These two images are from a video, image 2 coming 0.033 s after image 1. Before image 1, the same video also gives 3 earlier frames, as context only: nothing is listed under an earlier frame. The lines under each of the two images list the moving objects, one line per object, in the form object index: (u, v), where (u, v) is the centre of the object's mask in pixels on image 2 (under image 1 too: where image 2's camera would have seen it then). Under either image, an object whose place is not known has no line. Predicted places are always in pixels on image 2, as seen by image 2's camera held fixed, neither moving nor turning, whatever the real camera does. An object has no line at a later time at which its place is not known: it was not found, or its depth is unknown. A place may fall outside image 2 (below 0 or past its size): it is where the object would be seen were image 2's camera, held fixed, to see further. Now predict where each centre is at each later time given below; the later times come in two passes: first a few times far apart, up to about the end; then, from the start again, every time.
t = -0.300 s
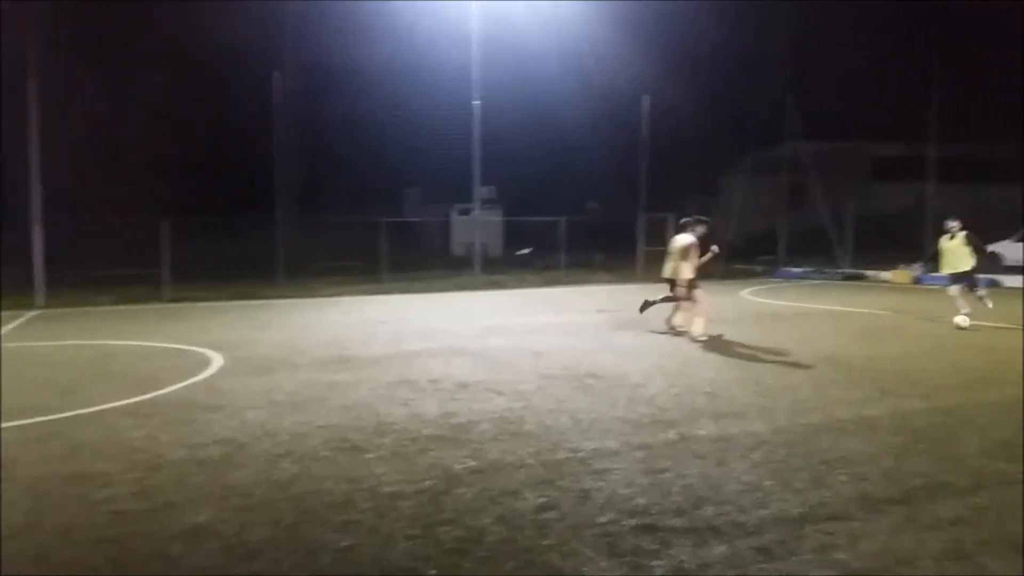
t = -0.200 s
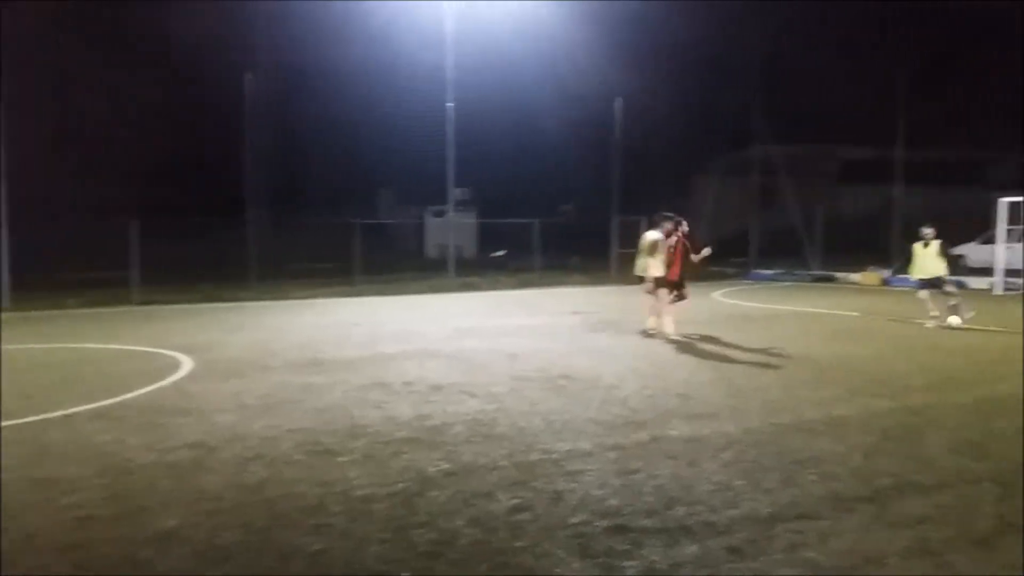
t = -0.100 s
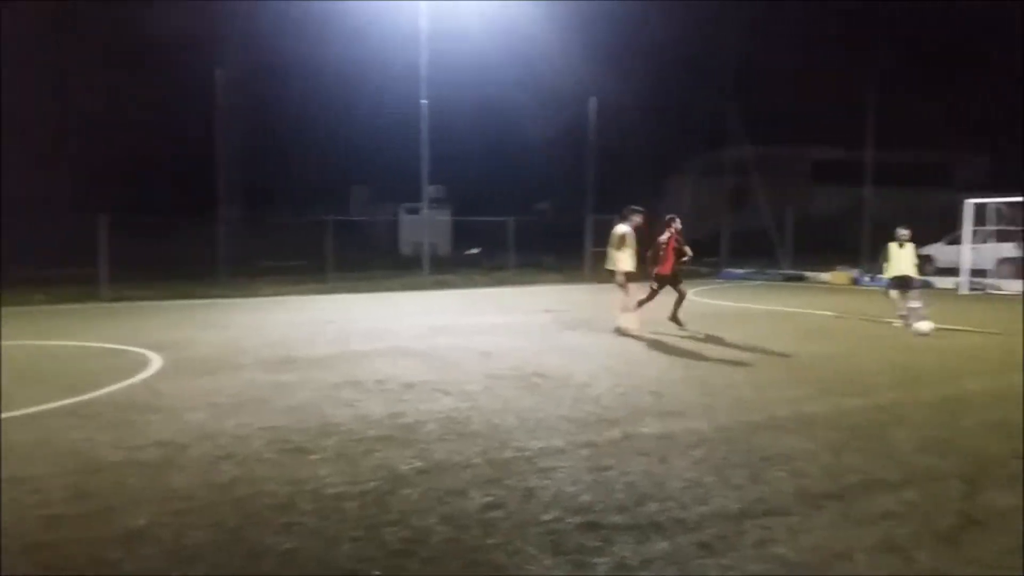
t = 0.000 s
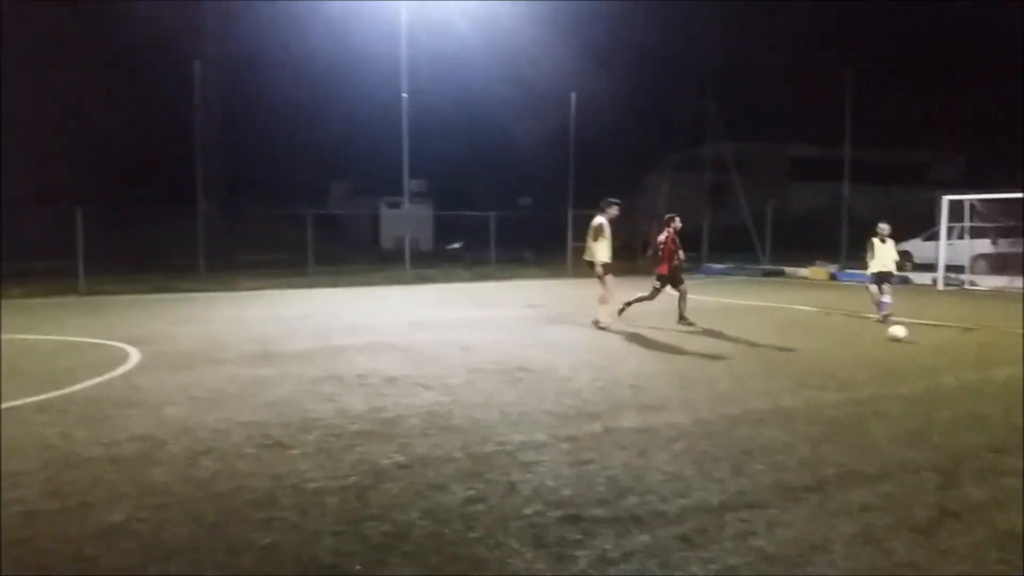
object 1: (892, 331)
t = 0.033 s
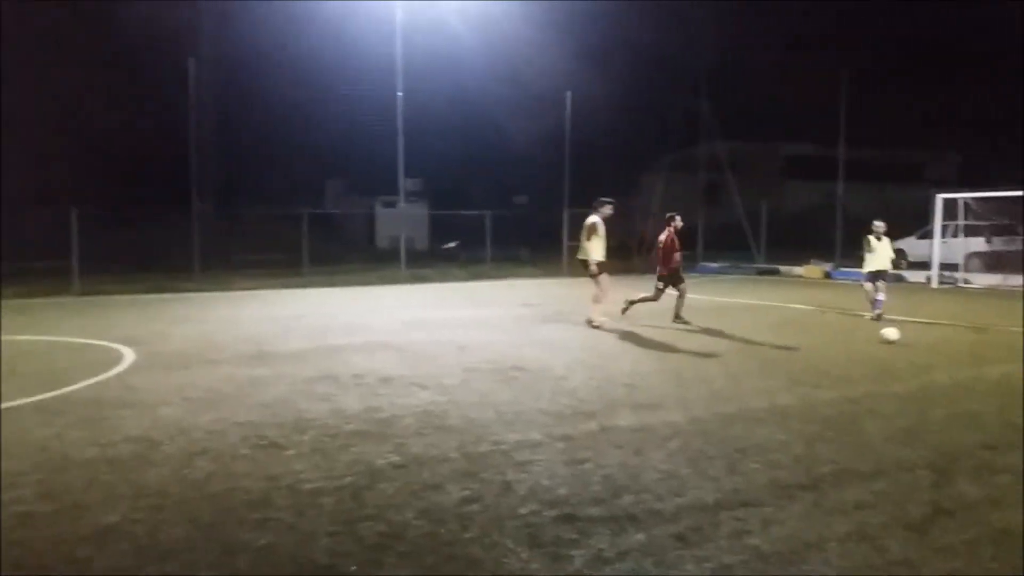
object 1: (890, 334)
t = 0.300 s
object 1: (879, 369)
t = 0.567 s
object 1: (863, 422)
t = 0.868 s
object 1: (837, 523)
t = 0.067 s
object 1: (889, 338)
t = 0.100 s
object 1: (887, 342)
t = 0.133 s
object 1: (886, 347)
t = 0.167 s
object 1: (884, 351)
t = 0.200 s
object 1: (883, 356)
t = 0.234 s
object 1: (881, 360)
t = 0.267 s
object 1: (880, 365)
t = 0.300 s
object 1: (879, 369)
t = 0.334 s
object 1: (877, 374)
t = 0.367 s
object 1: (876, 380)
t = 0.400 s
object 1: (874, 386)
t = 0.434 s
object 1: (871, 393)
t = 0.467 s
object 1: (869, 397)
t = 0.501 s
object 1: (868, 403)
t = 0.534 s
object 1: (866, 412)
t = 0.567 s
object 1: (863, 422)
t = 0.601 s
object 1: (861, 429)
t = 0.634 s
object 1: (859, 438)
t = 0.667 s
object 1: (855, 451)
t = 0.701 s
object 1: (852, 461)
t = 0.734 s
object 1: (849, 472)
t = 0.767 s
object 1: (846, 483)
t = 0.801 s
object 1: (843, 496)
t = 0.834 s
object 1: (841, 509)
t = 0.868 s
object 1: (837, 523)
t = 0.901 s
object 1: (833, 539)
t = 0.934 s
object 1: (828, 557)
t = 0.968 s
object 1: (824, 575)
